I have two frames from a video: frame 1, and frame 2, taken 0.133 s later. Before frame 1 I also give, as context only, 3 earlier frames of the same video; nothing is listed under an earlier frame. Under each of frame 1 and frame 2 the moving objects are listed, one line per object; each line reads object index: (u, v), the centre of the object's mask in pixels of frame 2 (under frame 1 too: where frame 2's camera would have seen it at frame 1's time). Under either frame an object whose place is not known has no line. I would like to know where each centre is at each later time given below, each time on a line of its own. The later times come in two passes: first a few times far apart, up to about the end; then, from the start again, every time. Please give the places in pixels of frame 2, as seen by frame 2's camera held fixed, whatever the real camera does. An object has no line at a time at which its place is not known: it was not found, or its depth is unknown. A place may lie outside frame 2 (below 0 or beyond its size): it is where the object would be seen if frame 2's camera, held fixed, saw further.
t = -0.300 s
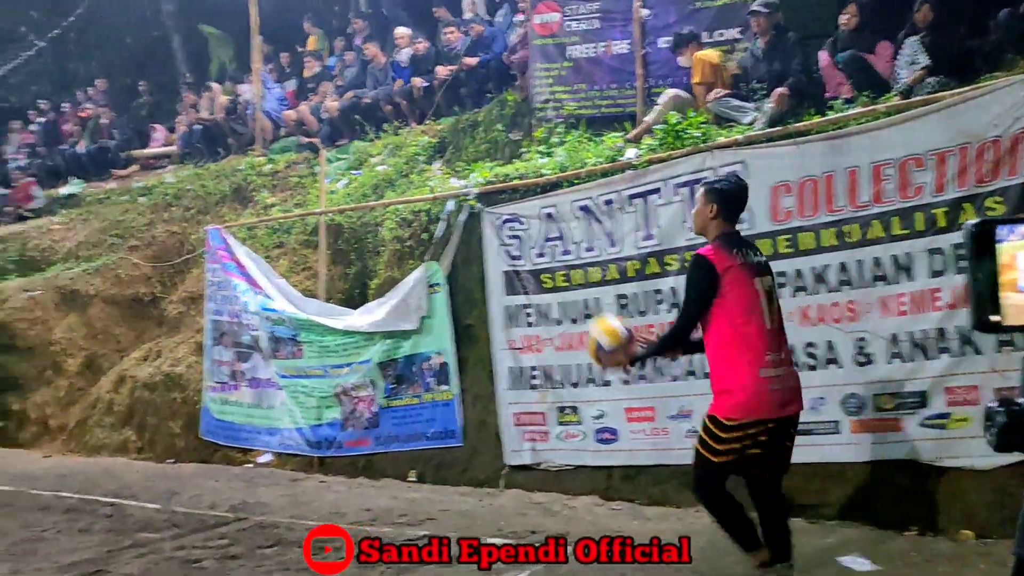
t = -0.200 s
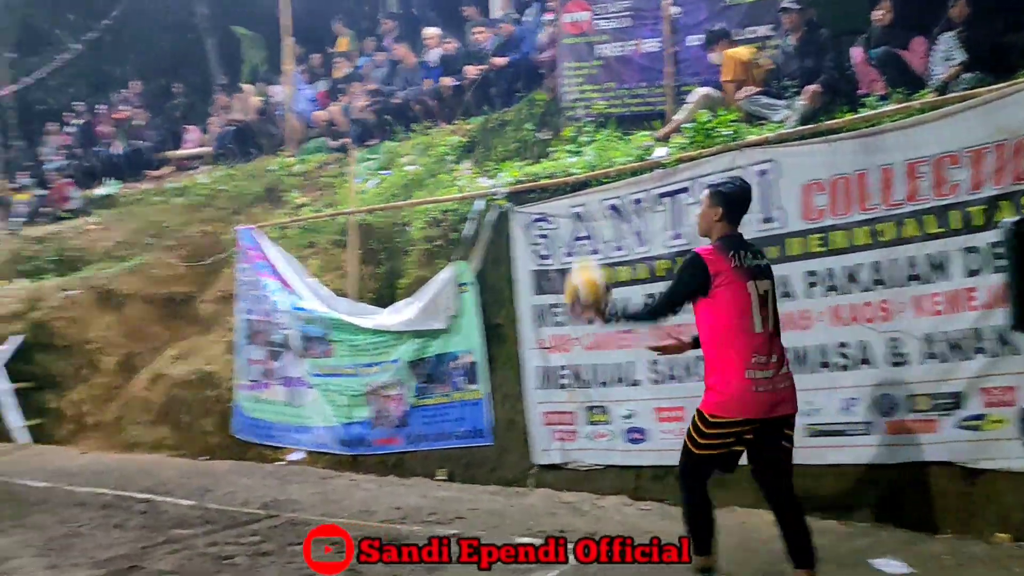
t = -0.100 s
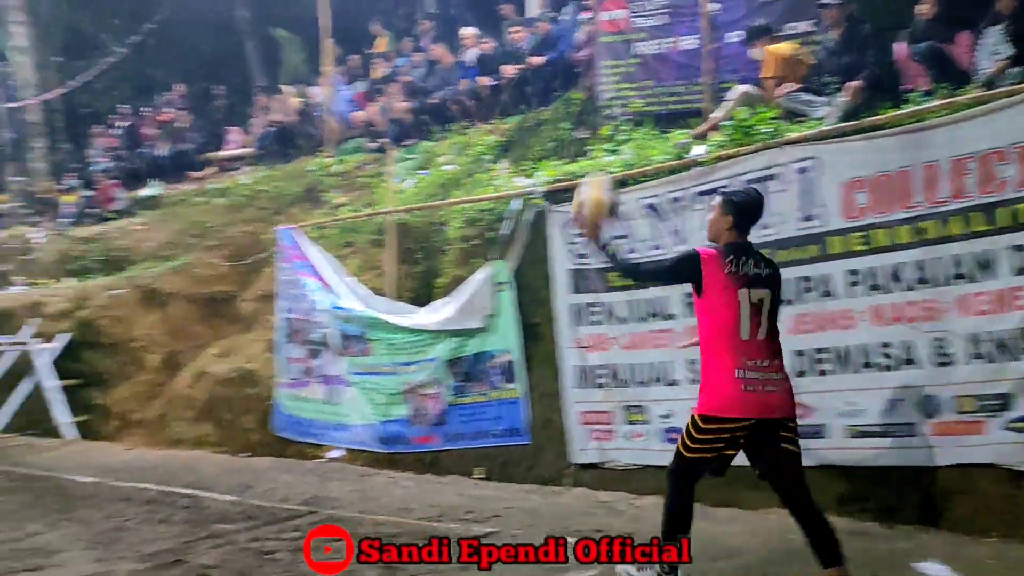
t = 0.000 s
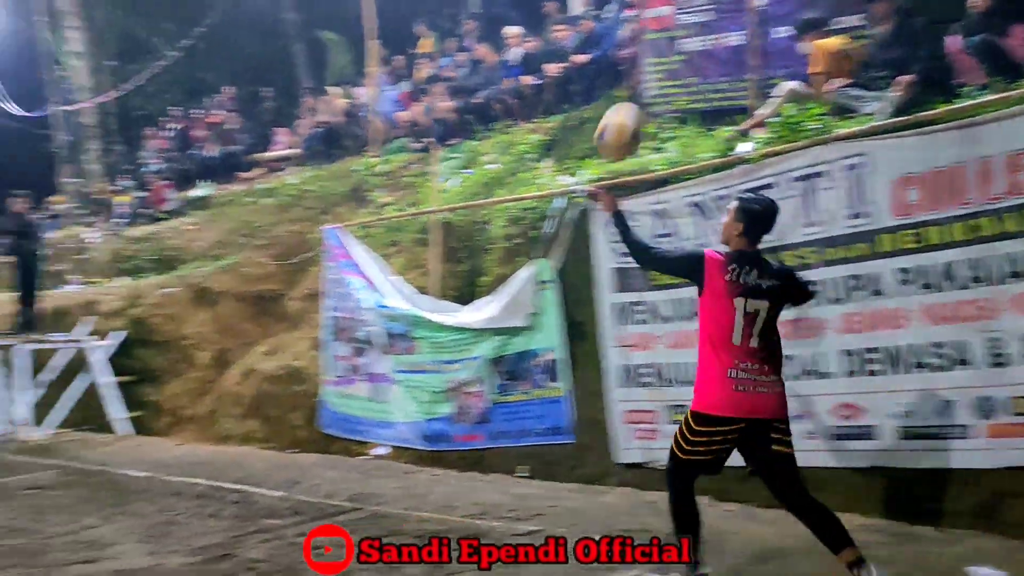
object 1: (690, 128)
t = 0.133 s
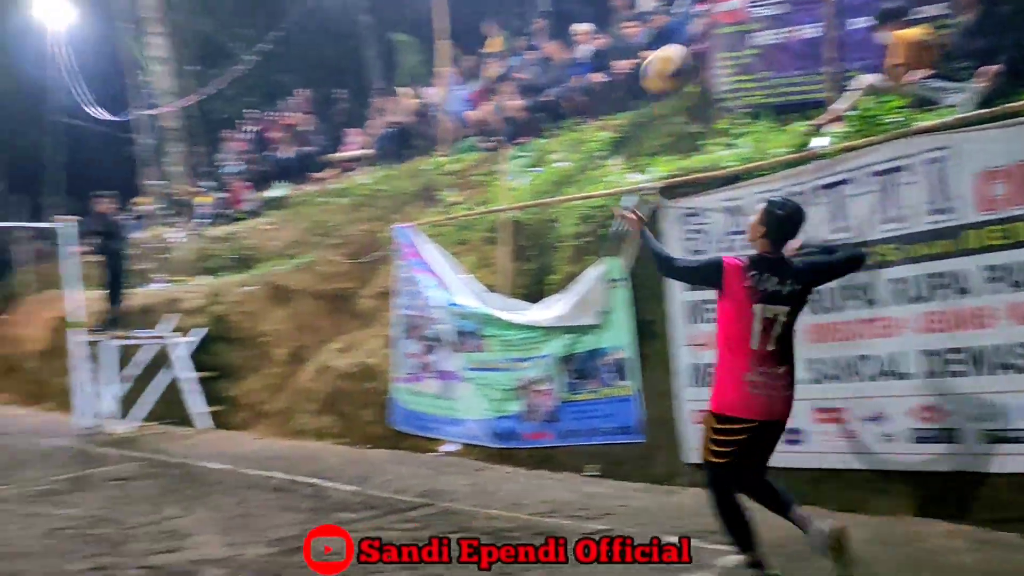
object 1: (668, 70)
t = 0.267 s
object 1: (643, 50)
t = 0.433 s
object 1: (623, 75)
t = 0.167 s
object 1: (659, 61)
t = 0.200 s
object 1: (655, 54)
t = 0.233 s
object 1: (649, 50)
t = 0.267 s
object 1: (643, 50)
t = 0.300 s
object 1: (639, 50)
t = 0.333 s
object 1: (635, 53)
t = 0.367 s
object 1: (626, 57)
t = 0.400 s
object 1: (623, 65)
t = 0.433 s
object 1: (623, 75)
